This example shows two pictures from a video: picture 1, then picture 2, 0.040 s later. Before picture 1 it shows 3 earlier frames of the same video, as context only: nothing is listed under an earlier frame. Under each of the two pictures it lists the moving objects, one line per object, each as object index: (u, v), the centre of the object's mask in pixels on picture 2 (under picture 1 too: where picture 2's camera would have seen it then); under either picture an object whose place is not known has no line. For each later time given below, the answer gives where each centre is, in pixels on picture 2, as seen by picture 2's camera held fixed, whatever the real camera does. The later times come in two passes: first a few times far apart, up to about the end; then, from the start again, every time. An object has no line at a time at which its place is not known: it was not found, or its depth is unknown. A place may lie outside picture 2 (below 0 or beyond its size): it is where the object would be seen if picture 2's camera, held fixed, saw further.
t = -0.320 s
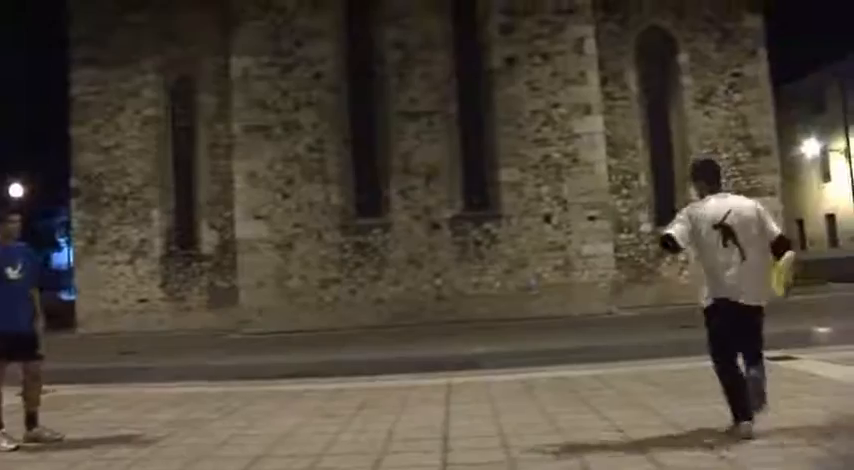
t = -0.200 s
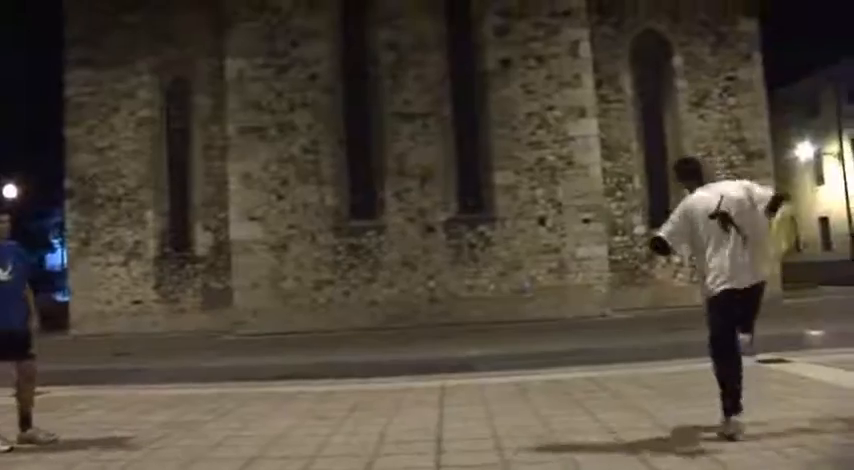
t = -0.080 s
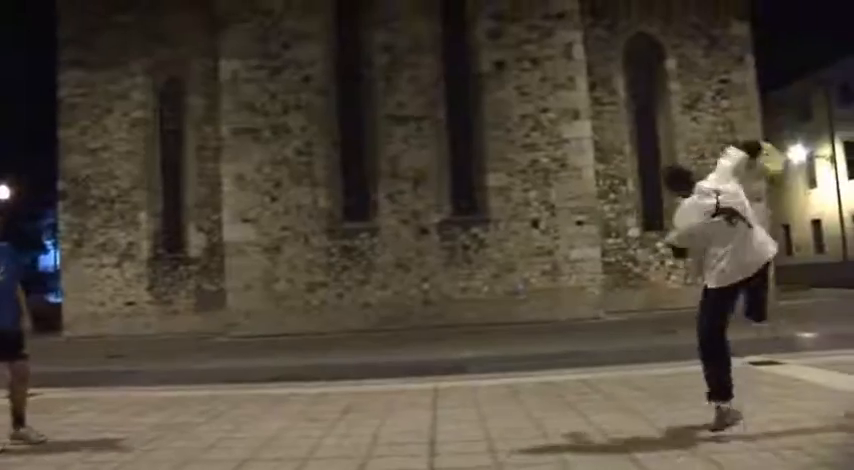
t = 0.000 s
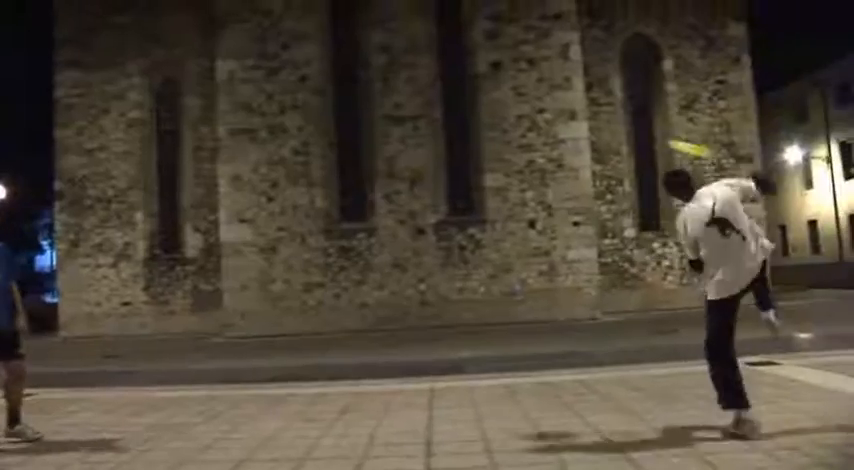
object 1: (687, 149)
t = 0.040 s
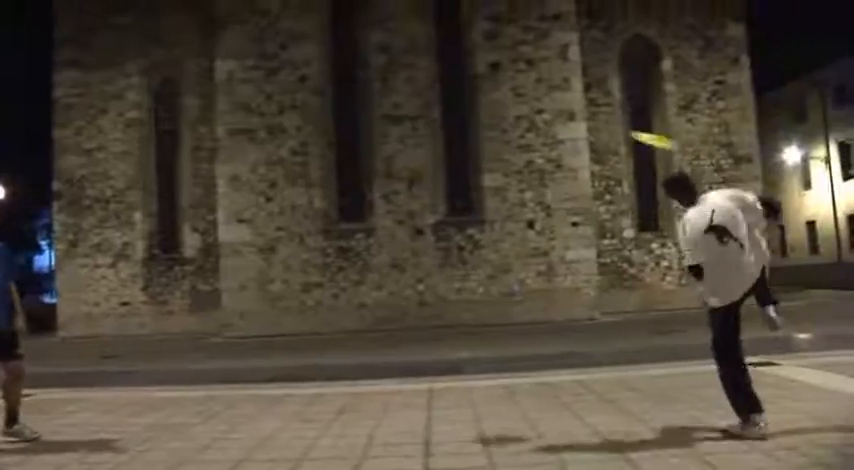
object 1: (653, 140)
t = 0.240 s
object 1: (481, 105)
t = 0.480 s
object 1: (291, 99)
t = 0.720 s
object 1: (123, 127)
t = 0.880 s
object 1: (21, 158)
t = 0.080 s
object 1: (618, 131)
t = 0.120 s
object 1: (582, 123)
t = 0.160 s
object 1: (547, 116)
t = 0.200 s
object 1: (514, 110)
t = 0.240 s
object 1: (481, 105)
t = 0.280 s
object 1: (448, 102)
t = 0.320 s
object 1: (415, 98)
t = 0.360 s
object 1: (383, 97)
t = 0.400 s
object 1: (351, 97)
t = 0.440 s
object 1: (320, 98)
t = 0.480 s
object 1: (291, 99)
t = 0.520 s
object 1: (260, 102)
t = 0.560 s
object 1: (231, 105)
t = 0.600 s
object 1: (203, 109)
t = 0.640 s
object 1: (176, 114)
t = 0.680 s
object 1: (149, 120)
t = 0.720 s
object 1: (123, 127)
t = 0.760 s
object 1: (95, 133)
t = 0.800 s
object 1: (69, 141)
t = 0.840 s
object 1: (45, 149)
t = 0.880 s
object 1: (21, 158)
